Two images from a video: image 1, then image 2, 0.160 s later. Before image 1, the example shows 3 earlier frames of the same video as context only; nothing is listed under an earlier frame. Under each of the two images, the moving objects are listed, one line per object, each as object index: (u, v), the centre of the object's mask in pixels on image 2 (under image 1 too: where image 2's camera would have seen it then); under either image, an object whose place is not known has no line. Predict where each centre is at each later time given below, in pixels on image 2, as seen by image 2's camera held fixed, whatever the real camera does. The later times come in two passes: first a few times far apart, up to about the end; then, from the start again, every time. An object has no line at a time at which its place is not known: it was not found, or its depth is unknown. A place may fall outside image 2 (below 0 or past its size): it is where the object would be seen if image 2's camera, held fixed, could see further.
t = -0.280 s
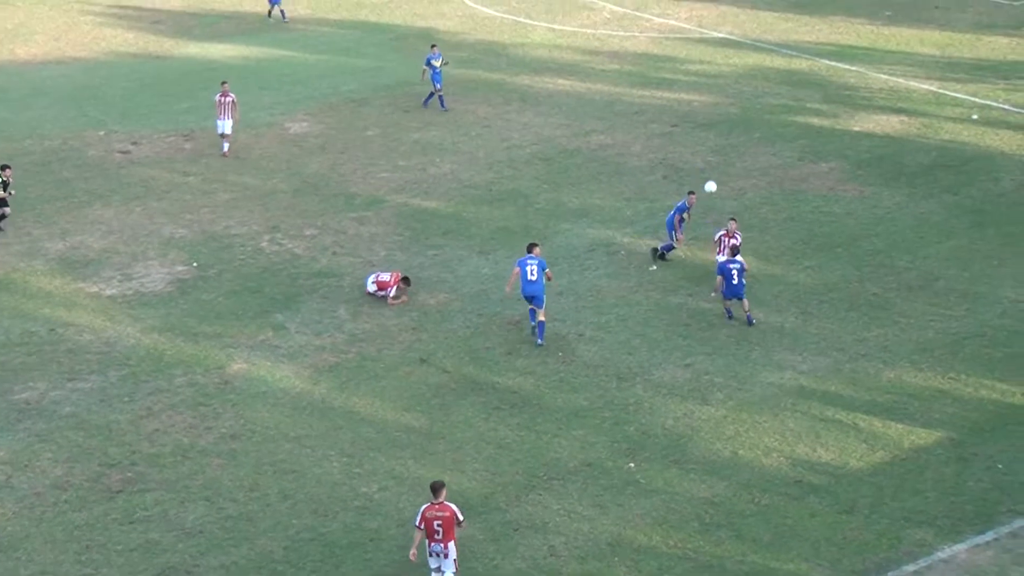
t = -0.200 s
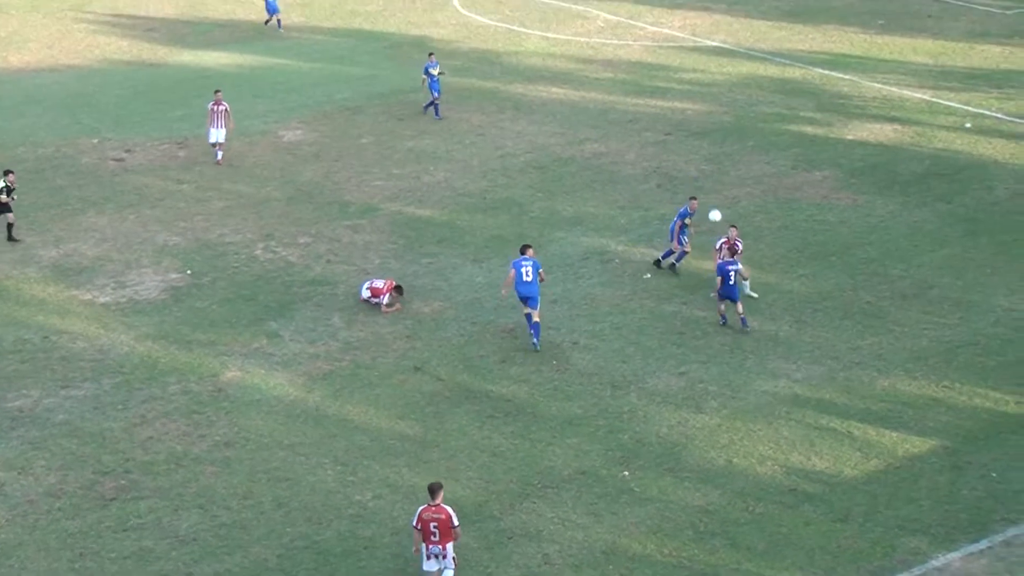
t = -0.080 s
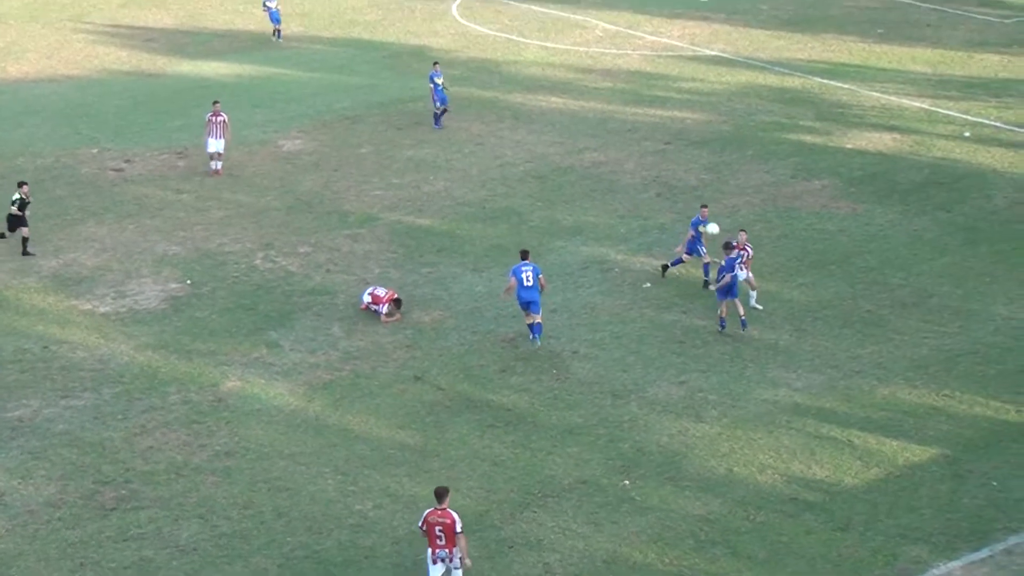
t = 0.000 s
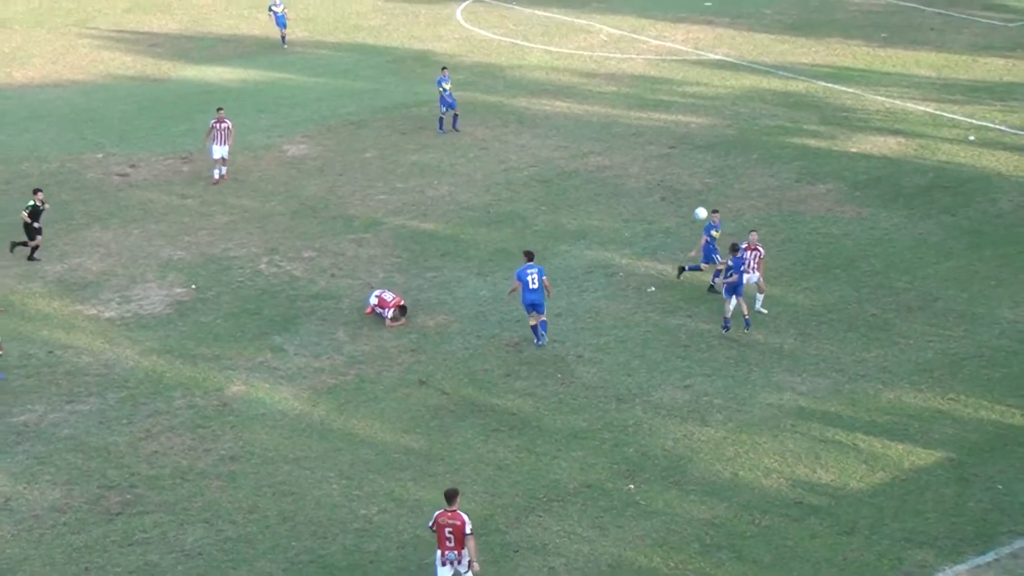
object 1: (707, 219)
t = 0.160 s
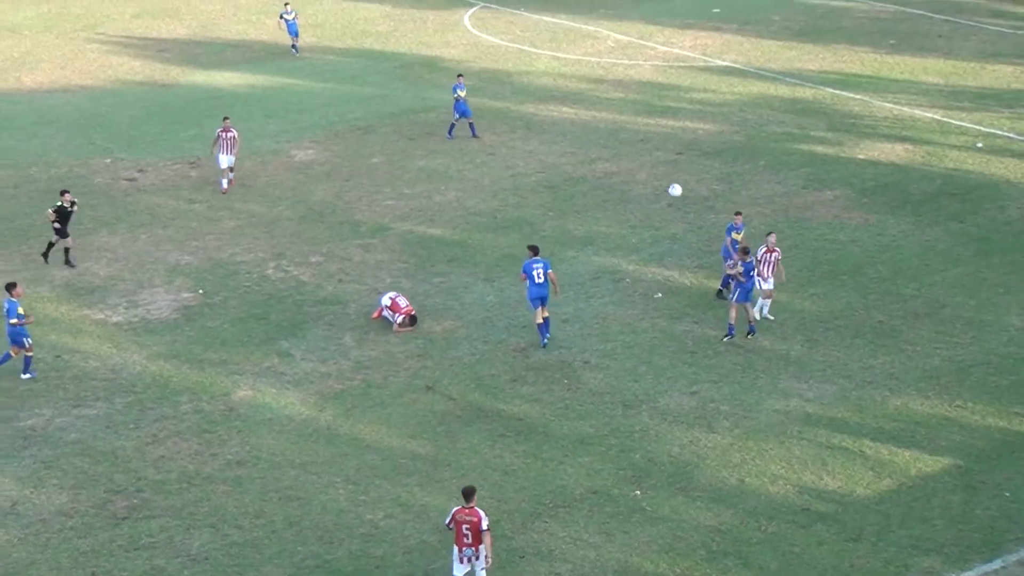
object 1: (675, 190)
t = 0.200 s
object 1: (667, 184)
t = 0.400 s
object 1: (627, 171)
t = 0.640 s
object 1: (577, 185)
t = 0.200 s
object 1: (667, 184)
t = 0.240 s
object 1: (659, 180)
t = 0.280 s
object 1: (651, 177)
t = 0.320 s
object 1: (643, 174)
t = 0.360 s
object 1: (635, 172)
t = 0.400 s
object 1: (627, 171)
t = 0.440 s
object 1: (619, 171)
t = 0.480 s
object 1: (610, 172)
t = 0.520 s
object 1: (602, 174)
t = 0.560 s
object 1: (594, 177)
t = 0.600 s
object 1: (585, 180)
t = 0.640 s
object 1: (577, 185)
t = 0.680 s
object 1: (569, 191)
